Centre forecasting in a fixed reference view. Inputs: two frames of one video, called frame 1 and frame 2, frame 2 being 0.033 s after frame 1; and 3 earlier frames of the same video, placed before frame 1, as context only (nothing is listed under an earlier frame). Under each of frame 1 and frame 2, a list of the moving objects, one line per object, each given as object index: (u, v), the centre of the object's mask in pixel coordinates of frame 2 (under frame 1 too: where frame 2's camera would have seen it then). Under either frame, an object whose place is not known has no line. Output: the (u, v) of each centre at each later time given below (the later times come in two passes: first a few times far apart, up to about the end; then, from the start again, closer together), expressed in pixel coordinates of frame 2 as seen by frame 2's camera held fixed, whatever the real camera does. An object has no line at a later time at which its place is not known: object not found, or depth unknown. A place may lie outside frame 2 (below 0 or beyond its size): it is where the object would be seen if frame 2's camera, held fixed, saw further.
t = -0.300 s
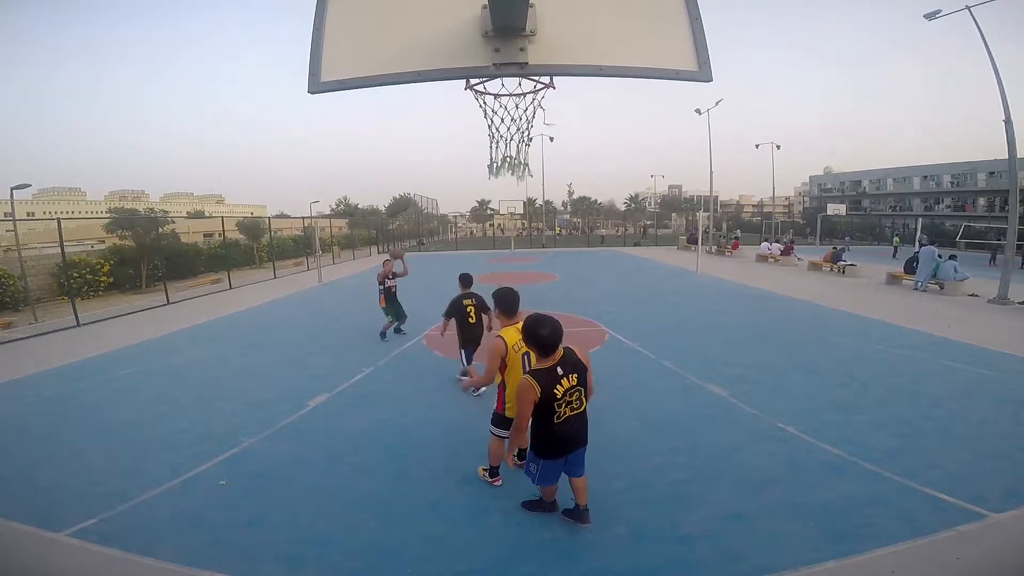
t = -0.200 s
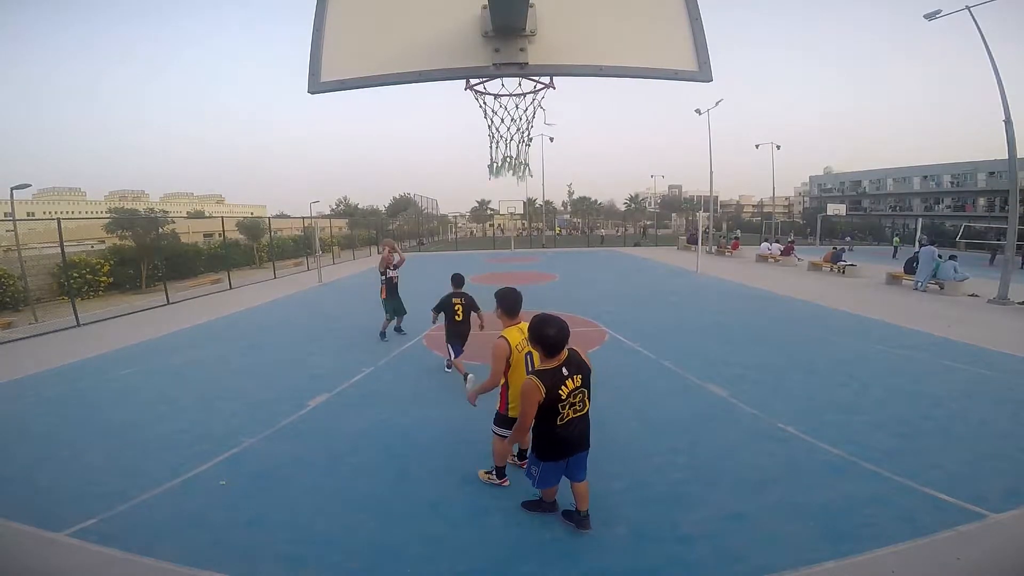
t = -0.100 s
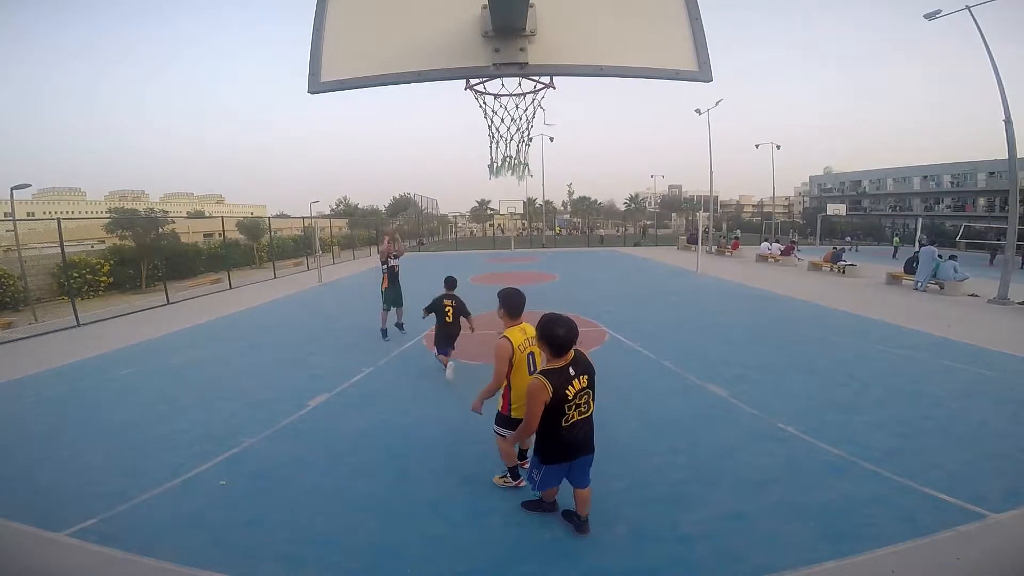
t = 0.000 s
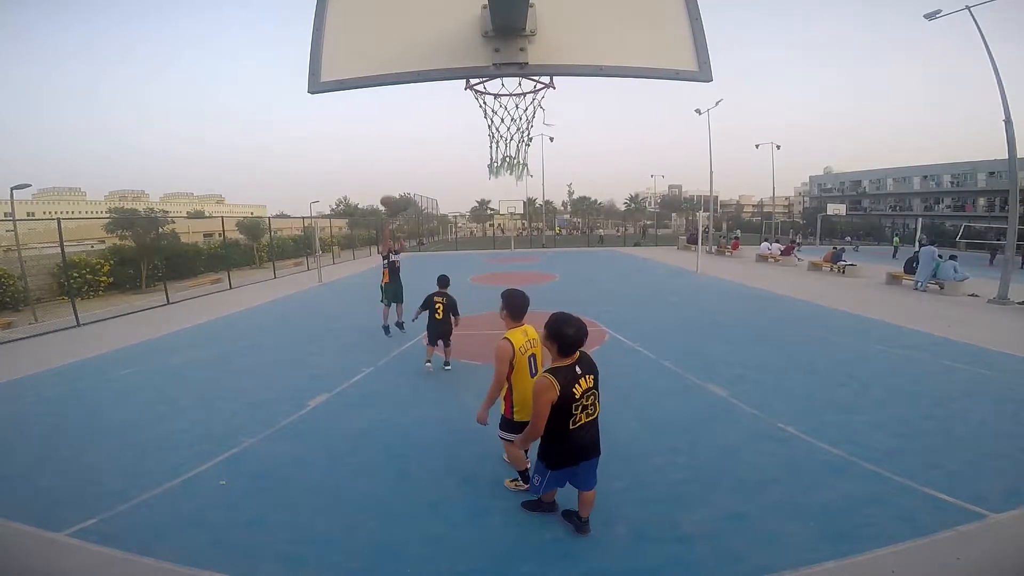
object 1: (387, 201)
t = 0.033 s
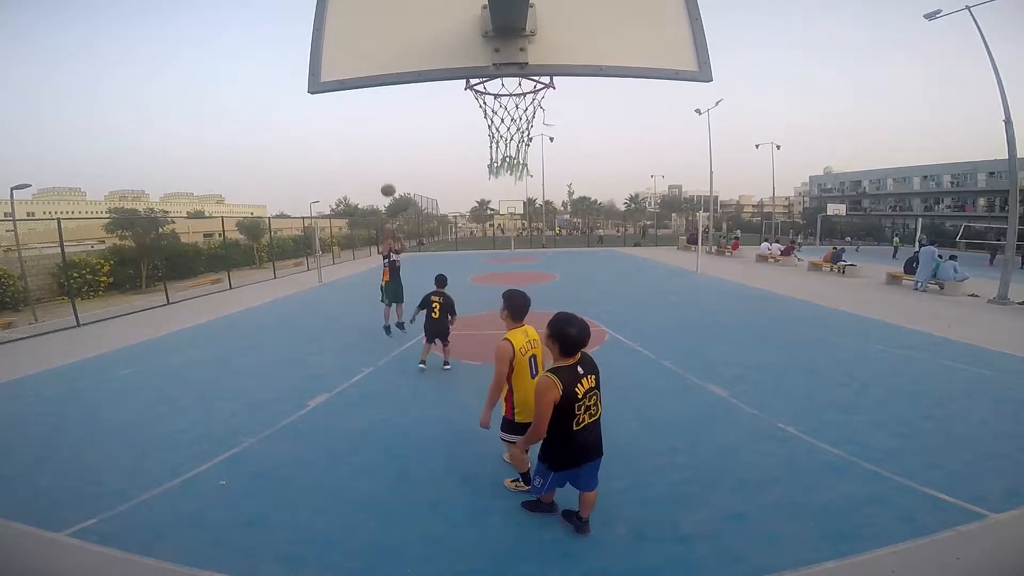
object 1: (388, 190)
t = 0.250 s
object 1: (396, 125)
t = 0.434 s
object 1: (407, 86)
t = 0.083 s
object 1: (389, 174)
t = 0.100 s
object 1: (390, 169)
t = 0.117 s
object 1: (390, 164)
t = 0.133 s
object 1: (391, 158)
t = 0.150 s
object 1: (392, 153)
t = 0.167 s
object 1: (392, 148)
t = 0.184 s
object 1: (393, 143)
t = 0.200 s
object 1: (393, 138)
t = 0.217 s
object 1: (394, 134)
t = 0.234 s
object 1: (395, 129)
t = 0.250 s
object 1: (396, 125)
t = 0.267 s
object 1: (397, 120)
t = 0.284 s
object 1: (397, 116)
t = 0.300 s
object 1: (398, 112)
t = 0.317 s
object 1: (399, 108)
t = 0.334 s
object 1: (400, 103)
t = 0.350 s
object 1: (401, 99)
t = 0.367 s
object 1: (402, 95)
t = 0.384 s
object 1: (403, 92)
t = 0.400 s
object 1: (404, 89)
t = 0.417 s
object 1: (406, 88)
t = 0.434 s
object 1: (407, 86)
